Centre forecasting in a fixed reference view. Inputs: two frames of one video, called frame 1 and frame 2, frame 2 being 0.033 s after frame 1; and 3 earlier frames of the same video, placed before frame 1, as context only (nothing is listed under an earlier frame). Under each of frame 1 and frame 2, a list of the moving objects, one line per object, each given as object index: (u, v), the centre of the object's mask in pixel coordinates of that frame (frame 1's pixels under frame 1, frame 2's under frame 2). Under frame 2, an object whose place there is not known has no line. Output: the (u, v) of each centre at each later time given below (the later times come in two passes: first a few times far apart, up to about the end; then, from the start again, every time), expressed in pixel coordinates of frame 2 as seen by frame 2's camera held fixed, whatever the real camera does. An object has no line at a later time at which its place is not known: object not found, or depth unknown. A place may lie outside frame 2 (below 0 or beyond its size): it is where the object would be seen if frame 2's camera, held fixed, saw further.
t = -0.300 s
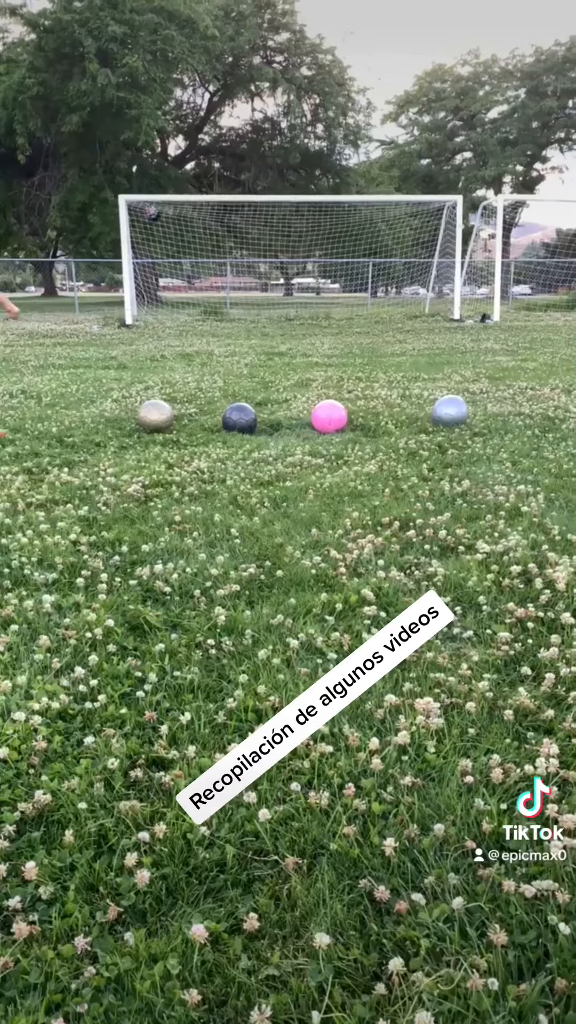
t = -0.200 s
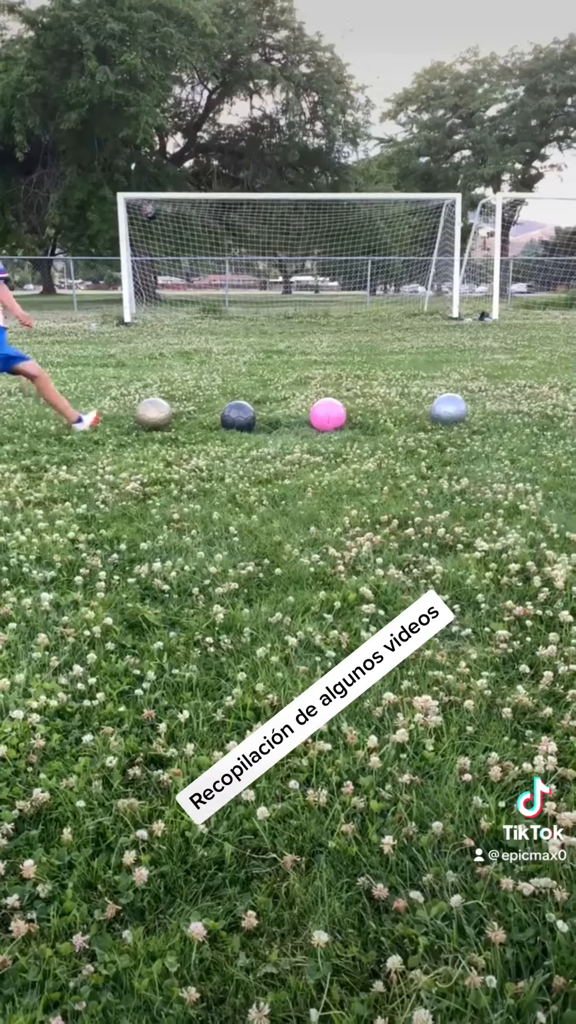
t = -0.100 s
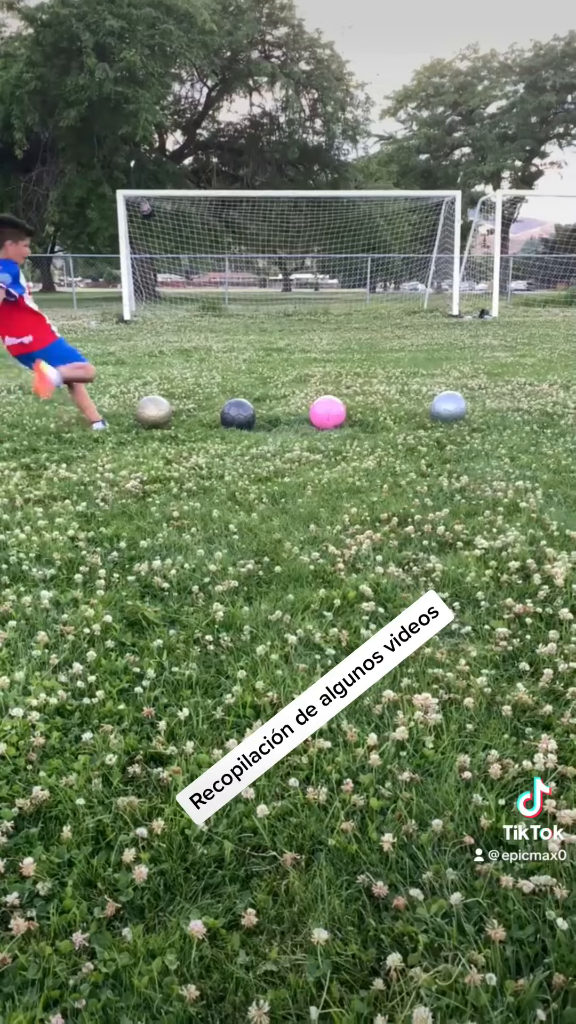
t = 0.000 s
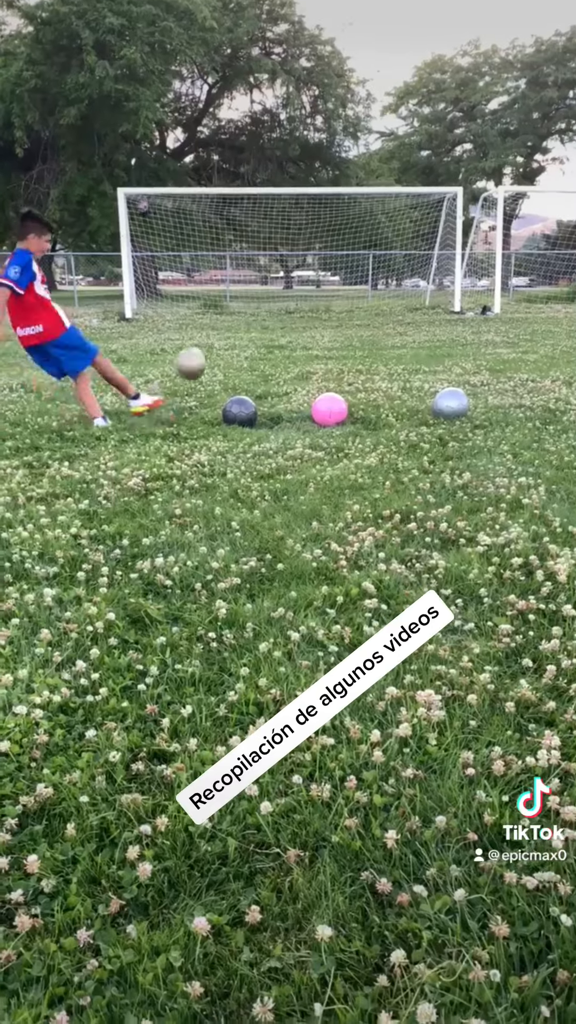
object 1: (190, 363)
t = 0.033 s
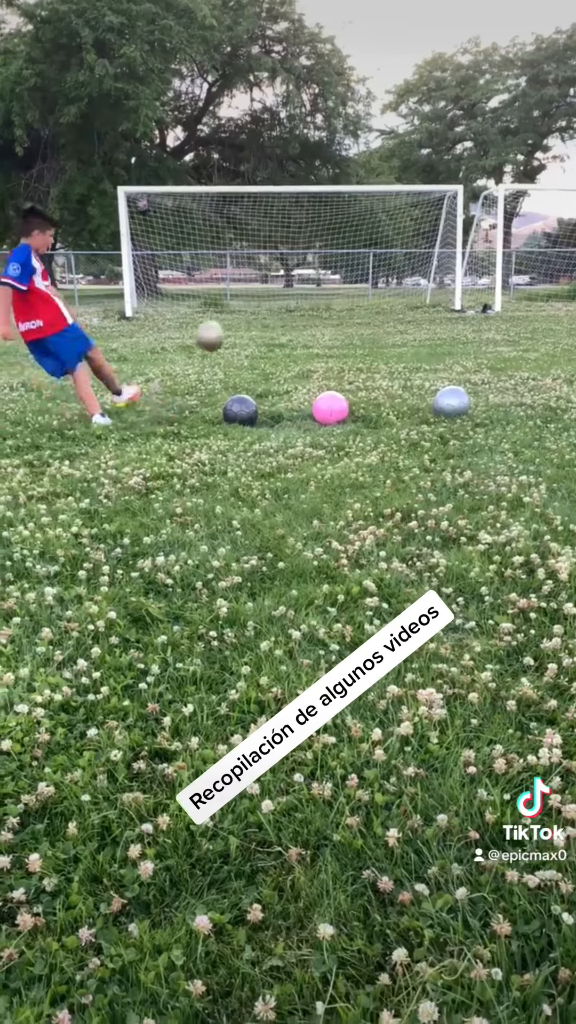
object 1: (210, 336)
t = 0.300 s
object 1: (286, 239)
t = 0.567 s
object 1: (317, 225)
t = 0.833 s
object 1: (337, 272)
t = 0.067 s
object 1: (225, 314)
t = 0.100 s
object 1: (238, 296)
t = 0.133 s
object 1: (249, 282)
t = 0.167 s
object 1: (258, 269)
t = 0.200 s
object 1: (267, 260)
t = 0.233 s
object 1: (274, 252)
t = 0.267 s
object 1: (280, 244)
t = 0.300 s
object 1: (286, 239)
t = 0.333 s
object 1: (292, 234)
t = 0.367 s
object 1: (296, 231)
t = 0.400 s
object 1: (301, 228)
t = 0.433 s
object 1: (304, 226)
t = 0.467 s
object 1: (308, 225)
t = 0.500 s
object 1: (311, 225)
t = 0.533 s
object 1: (314, 224)
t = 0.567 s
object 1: (317, 225)
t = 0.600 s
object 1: (319, 226)
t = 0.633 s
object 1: (321, 228)
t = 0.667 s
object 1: (323, 234)
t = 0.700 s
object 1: (326, 240)
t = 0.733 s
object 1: (327, 247)
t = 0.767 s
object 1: (330, 255)
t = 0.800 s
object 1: (334, 264)
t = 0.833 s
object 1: (337, 272)
